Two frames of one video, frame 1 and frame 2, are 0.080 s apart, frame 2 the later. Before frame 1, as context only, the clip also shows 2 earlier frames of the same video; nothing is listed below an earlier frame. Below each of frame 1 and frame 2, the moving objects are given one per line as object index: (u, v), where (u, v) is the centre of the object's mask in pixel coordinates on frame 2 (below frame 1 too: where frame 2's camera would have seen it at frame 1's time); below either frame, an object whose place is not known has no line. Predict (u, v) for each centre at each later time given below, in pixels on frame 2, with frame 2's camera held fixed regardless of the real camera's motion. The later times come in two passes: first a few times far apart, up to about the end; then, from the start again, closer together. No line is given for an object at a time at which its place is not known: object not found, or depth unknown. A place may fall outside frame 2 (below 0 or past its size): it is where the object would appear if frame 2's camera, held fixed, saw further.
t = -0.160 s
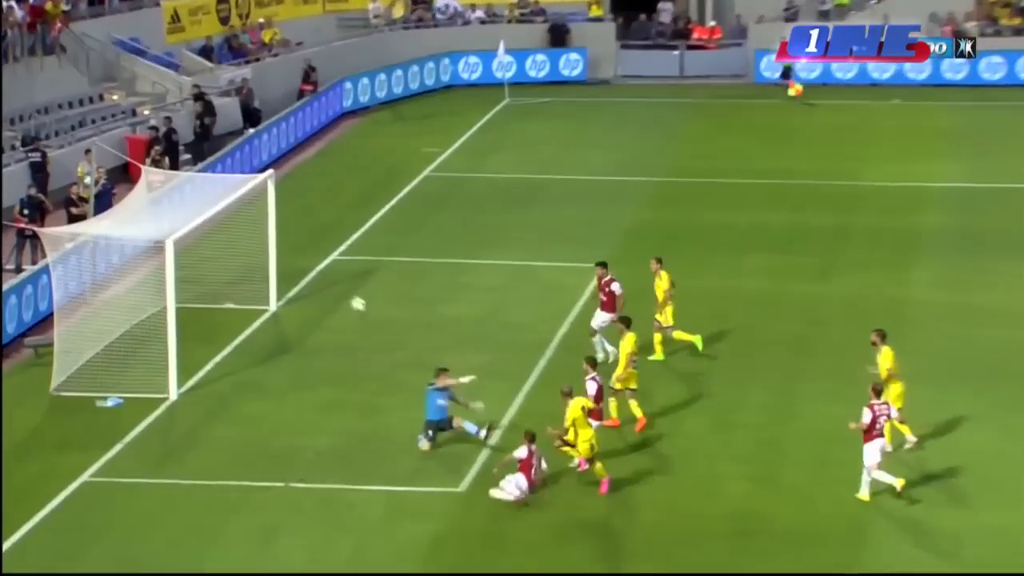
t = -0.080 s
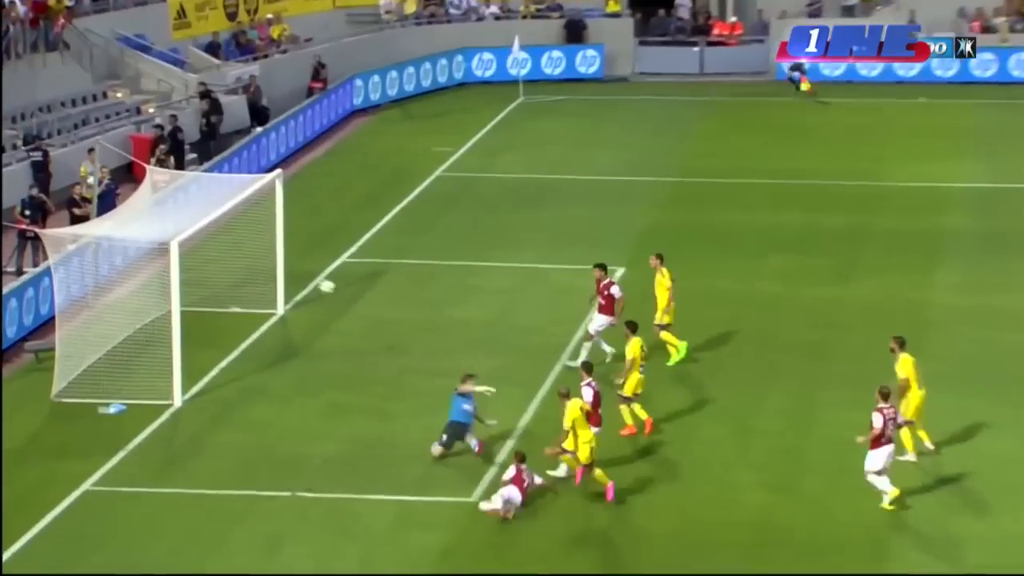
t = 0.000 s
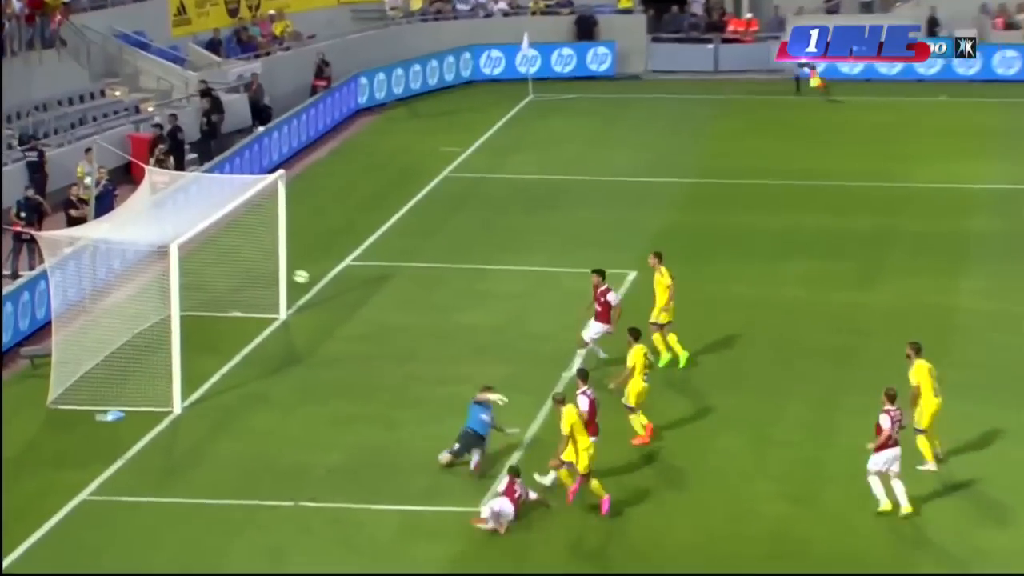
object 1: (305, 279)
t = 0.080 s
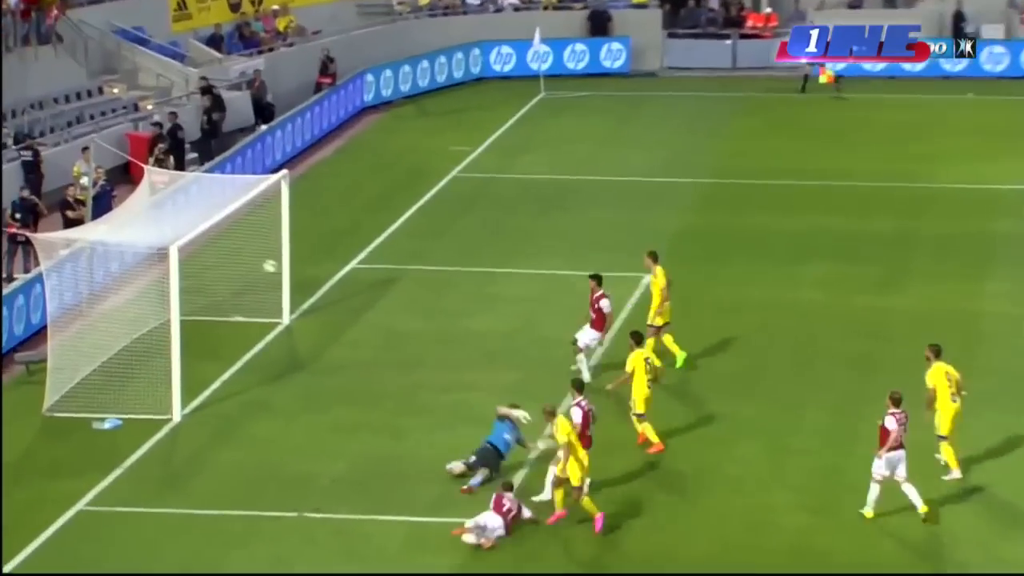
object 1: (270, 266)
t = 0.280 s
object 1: (214, 256)
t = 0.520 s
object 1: (164, 297)
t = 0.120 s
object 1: (254, 261)
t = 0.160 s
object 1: (238, 258)
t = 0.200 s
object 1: (231, 257)
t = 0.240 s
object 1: (219, 255)
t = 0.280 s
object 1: (214, 256)
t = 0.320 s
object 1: (207, 261)
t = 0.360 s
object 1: (198, 265)
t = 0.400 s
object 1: (193, 270)
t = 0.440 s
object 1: (183, 277)
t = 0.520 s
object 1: (164, 297)
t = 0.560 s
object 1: (154, 307)
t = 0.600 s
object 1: (149, 314)
